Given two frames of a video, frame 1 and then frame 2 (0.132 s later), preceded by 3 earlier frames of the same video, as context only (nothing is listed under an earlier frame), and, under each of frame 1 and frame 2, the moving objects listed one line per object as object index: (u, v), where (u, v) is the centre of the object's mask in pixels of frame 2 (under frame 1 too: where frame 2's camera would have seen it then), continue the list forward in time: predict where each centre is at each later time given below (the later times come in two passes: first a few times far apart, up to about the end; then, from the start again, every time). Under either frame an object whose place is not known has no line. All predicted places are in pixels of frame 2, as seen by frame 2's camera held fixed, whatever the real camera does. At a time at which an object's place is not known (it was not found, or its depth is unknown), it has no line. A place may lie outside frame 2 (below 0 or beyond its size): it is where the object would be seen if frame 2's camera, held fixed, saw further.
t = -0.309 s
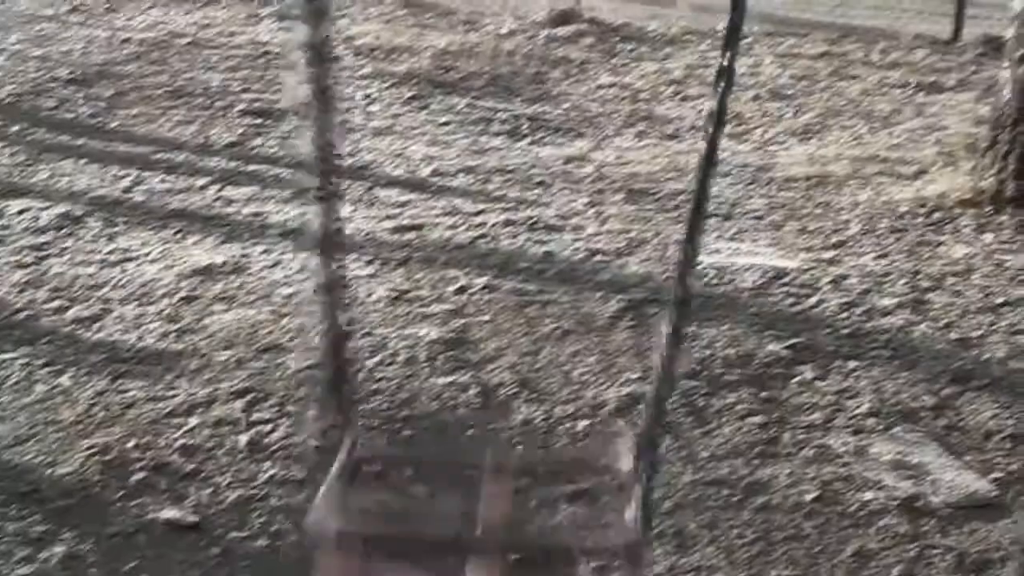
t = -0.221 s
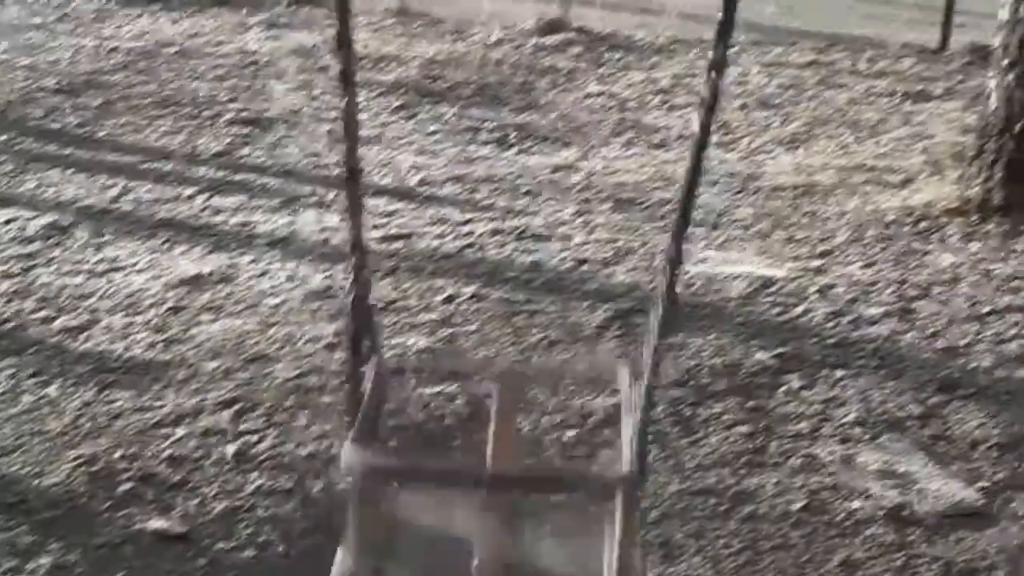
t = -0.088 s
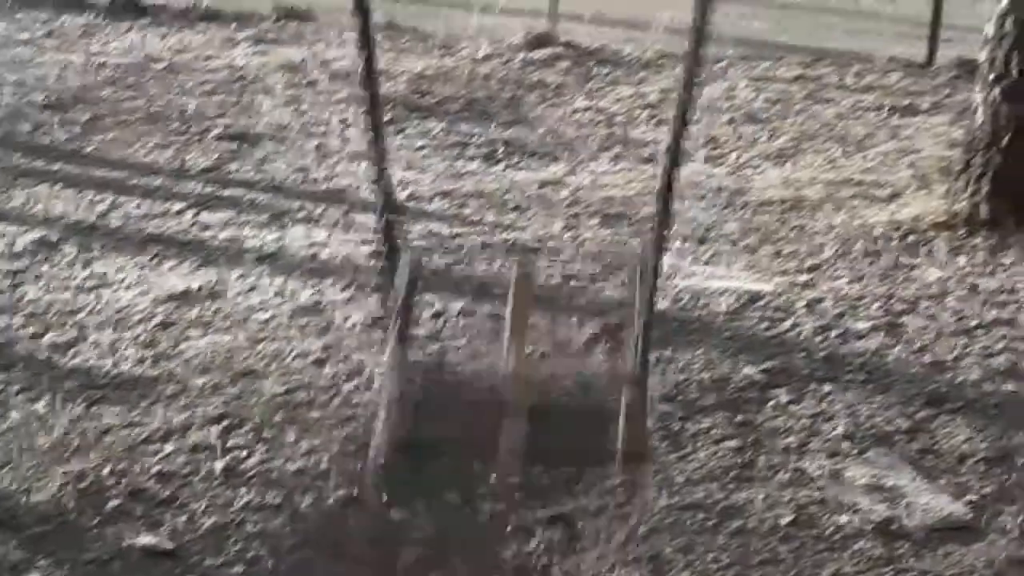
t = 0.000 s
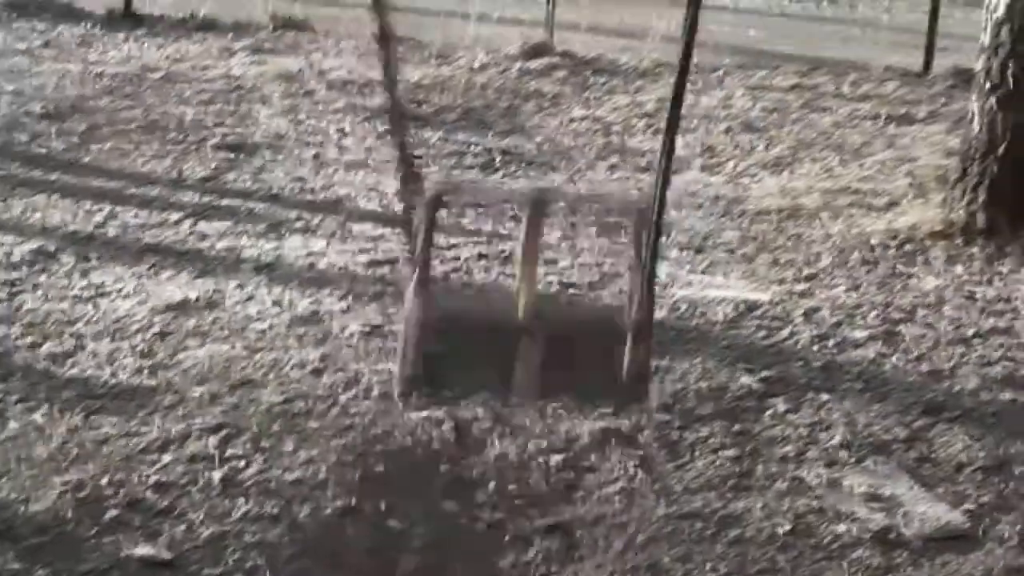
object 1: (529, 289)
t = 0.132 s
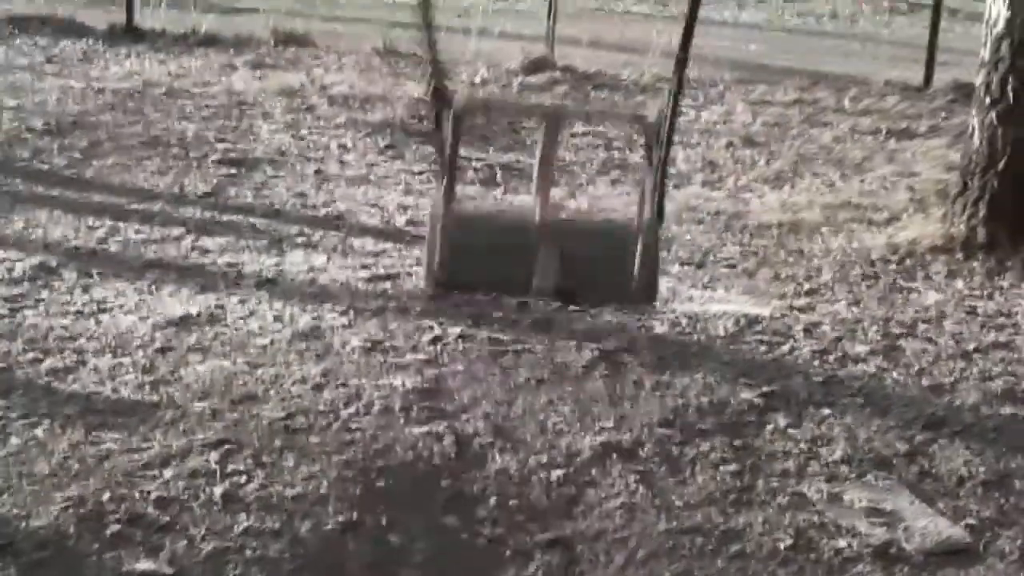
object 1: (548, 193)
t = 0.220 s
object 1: (556, 139)
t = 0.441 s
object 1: (564, 71)
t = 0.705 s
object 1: (550, 138)
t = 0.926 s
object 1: (513, 324)
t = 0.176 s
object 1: (553, 166)
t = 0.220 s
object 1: (556, 139)
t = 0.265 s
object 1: (558, 120)
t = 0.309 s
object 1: (563, 91)
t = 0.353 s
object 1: (564, 78)
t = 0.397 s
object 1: (565, 73)
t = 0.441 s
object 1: (564, 71)
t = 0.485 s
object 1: (564, 70)
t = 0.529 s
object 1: (564, 71)
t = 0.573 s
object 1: (560, 83)
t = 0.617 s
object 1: (557, 100)
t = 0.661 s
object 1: (554, 119)
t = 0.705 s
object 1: (550, 138)
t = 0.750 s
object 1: (540, 191)
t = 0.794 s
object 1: (537, 238)
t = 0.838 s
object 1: (530, 260)
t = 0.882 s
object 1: (521, 284)
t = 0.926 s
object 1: (513, 324)
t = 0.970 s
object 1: (508, 363)
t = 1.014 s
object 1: (501, 392)
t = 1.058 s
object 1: (480, 431)
